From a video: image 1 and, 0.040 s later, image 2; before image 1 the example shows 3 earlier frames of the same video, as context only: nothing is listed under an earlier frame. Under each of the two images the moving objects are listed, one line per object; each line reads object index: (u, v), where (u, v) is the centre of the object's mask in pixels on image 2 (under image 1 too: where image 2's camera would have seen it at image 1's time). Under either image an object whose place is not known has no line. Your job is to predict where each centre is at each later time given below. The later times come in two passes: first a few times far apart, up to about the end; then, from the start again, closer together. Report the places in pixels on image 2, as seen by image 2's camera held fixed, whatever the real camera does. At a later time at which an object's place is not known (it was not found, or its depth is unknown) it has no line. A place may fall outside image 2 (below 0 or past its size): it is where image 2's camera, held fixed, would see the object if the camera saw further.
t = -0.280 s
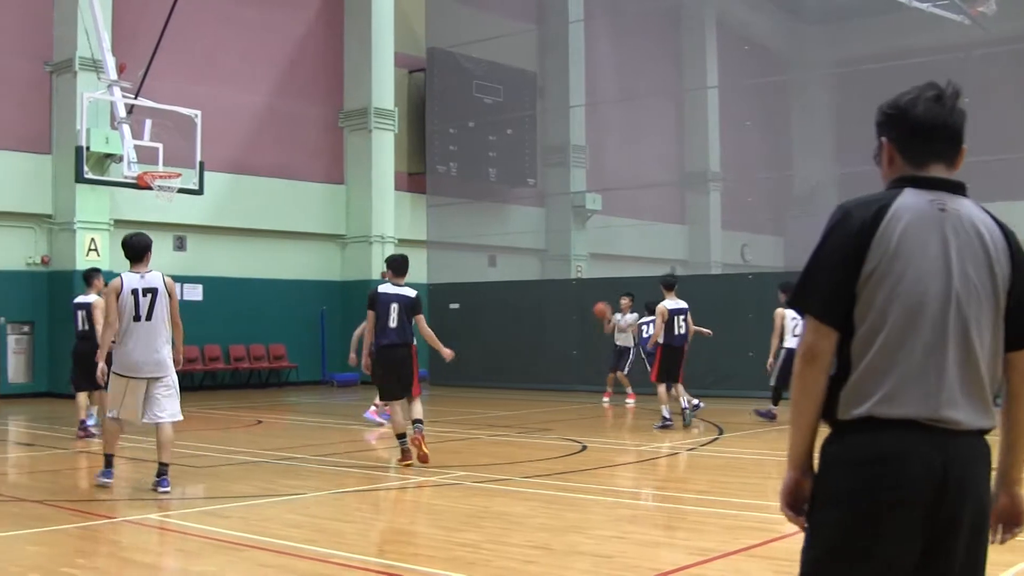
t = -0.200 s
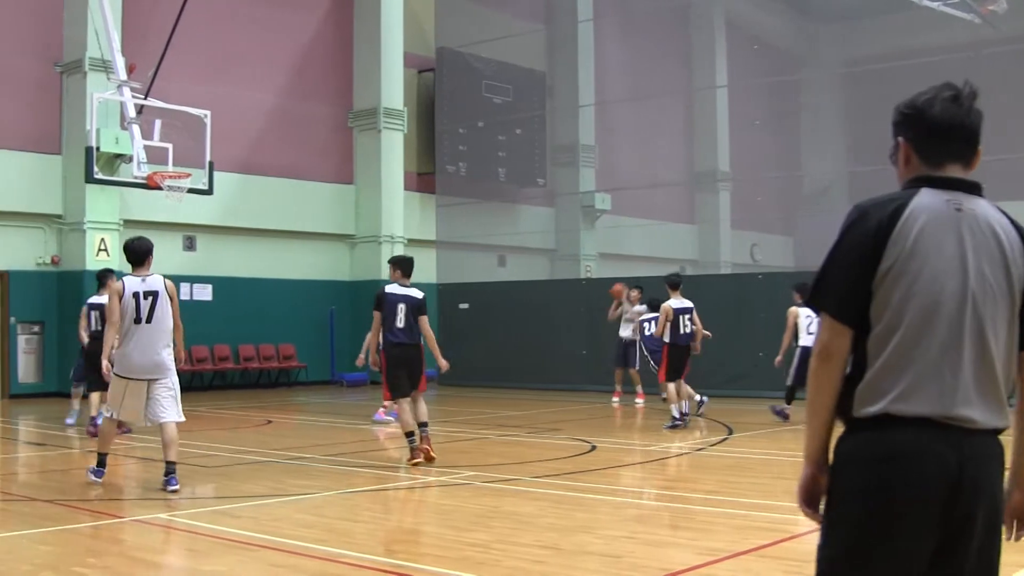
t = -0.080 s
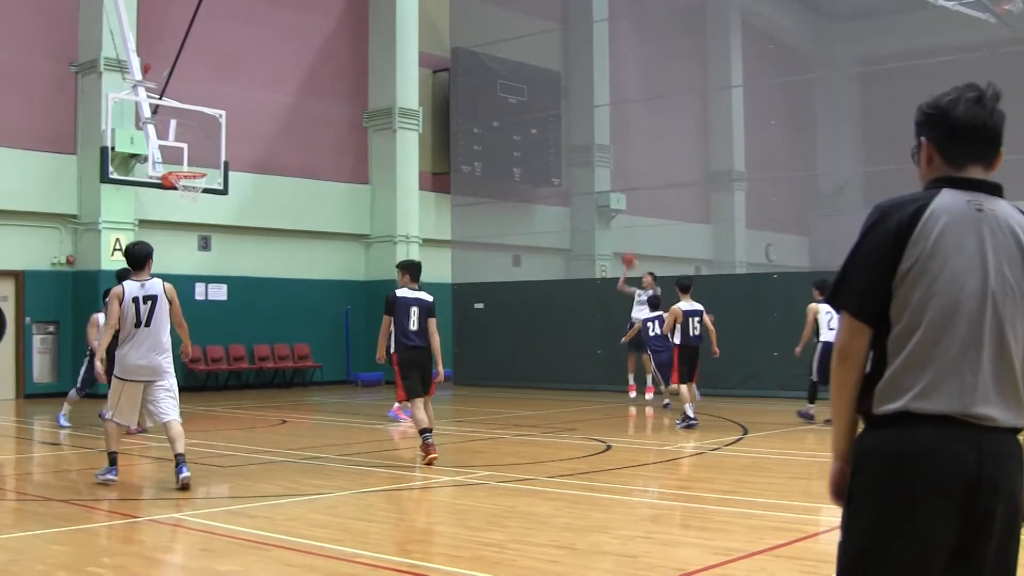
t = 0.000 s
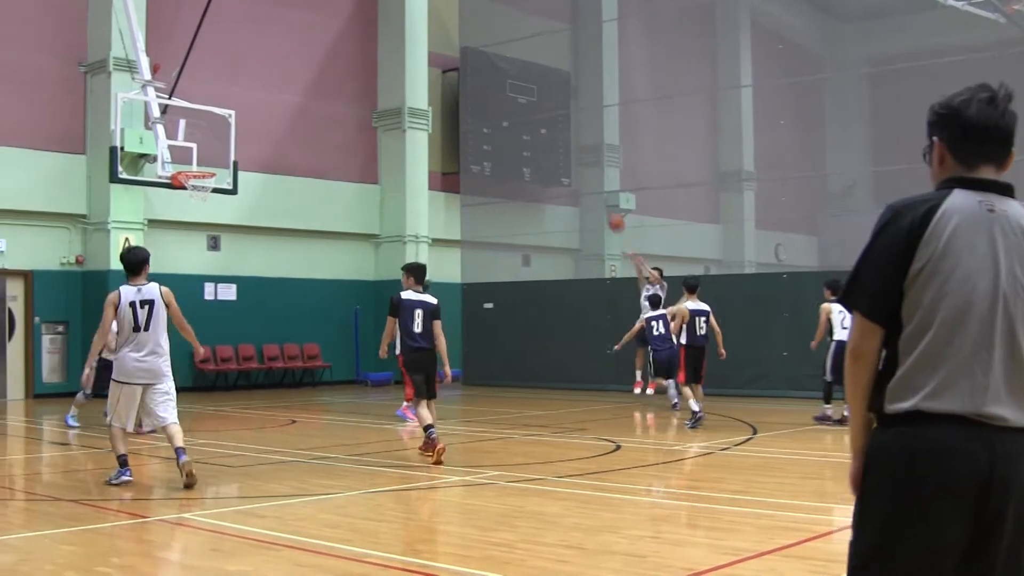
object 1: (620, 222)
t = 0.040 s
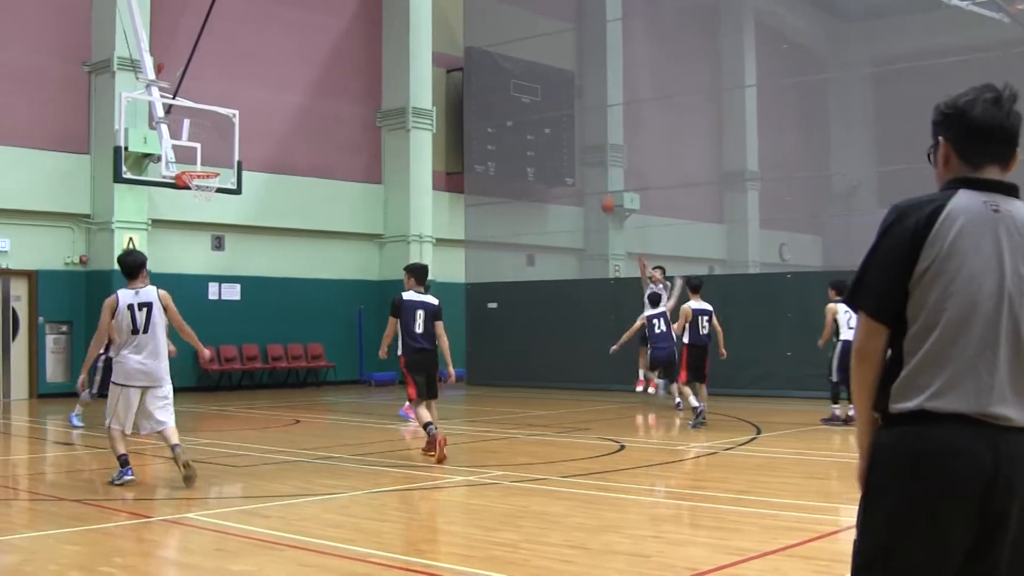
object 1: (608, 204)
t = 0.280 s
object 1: (533, 122)
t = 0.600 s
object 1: (427, 68)
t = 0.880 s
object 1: (326, 75)
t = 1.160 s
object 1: (218, 145)
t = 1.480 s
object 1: (180, 242)
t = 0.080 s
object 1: (595, 188)
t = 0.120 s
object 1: (584, 173)
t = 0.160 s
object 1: (571, 159)
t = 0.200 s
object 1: (558, 145)
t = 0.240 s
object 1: (546, 133)
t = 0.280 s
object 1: (533, 122)
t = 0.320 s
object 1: (520, 111)
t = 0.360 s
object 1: (507, 102)
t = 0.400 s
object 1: (494, 94)
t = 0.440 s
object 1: (481, 86)
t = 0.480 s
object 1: (468, 80)
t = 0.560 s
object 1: (440, 71)
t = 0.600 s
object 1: (427, 68)
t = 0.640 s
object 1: (413, 66)
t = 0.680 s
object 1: (398, 64)
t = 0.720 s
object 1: (384, 64)
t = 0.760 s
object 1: (370, 65)
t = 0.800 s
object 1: (356, 67)
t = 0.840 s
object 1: (341, 71)
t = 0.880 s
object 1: (326, 75)
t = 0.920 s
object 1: (311, 81)
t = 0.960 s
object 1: (297, 88)
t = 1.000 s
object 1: (281, 97)
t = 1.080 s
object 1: (250, 119)
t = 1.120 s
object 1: (234, 131)
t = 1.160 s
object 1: (218, 145)
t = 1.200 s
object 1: (202, 159)
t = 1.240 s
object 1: (177, 180)
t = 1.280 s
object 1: (184, 187)
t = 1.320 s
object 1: (183, 195)
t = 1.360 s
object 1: (182, 204)
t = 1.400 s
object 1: (182, 214)
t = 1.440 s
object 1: (181, 227)
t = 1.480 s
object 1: (180, 242)
